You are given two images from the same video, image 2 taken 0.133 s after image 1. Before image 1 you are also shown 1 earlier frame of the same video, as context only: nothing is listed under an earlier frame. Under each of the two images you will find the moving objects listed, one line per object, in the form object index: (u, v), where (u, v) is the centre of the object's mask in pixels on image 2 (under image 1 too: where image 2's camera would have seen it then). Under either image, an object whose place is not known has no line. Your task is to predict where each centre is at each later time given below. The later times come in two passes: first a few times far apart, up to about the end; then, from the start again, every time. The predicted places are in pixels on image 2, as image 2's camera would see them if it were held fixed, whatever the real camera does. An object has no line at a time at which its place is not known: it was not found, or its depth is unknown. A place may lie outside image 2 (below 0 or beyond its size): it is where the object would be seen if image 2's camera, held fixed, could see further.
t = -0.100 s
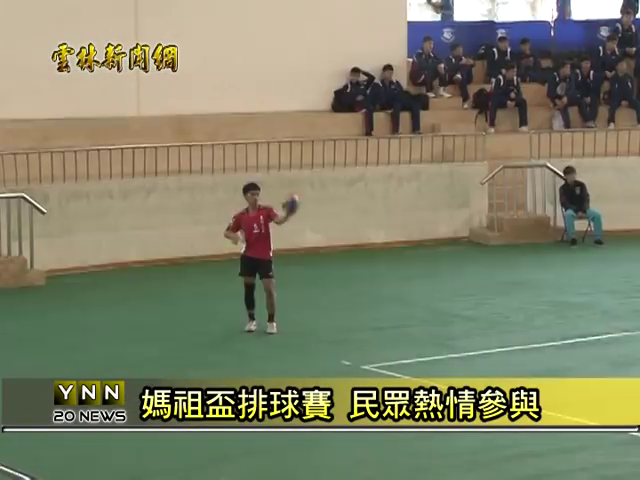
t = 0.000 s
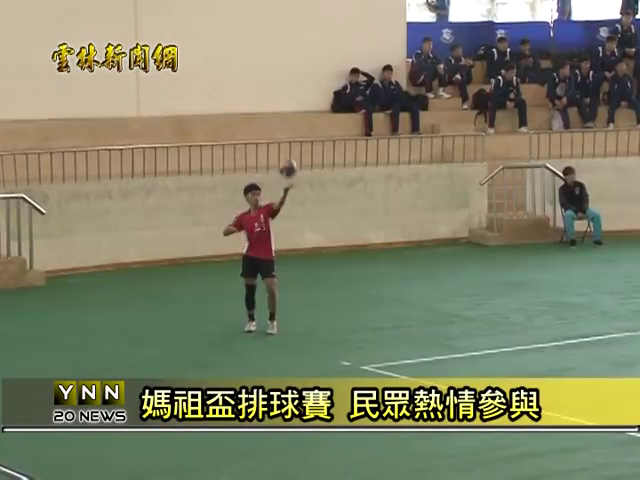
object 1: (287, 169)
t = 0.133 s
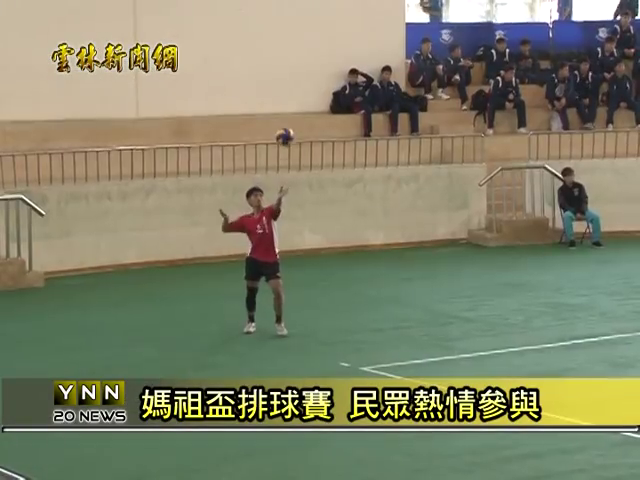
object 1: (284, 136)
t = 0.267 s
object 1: (282, 118)
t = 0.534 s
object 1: (279, 126)
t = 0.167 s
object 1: (284, 130)
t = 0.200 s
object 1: (283, 125)
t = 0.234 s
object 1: (283, 121)
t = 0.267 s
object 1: (282, 118)
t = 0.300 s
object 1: (282, 115)
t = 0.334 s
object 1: (282, 114)
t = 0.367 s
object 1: (281, 114)
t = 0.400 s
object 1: (280, 115)
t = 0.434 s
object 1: (280, 116)
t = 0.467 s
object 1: (280, 119)
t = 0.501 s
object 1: (279, 122)
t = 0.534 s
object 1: (279, 126)
